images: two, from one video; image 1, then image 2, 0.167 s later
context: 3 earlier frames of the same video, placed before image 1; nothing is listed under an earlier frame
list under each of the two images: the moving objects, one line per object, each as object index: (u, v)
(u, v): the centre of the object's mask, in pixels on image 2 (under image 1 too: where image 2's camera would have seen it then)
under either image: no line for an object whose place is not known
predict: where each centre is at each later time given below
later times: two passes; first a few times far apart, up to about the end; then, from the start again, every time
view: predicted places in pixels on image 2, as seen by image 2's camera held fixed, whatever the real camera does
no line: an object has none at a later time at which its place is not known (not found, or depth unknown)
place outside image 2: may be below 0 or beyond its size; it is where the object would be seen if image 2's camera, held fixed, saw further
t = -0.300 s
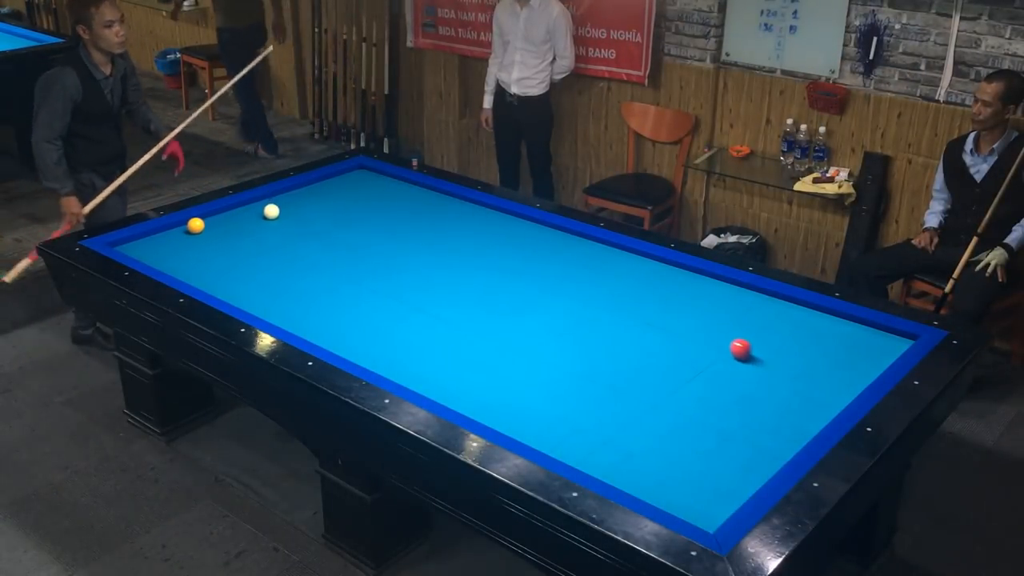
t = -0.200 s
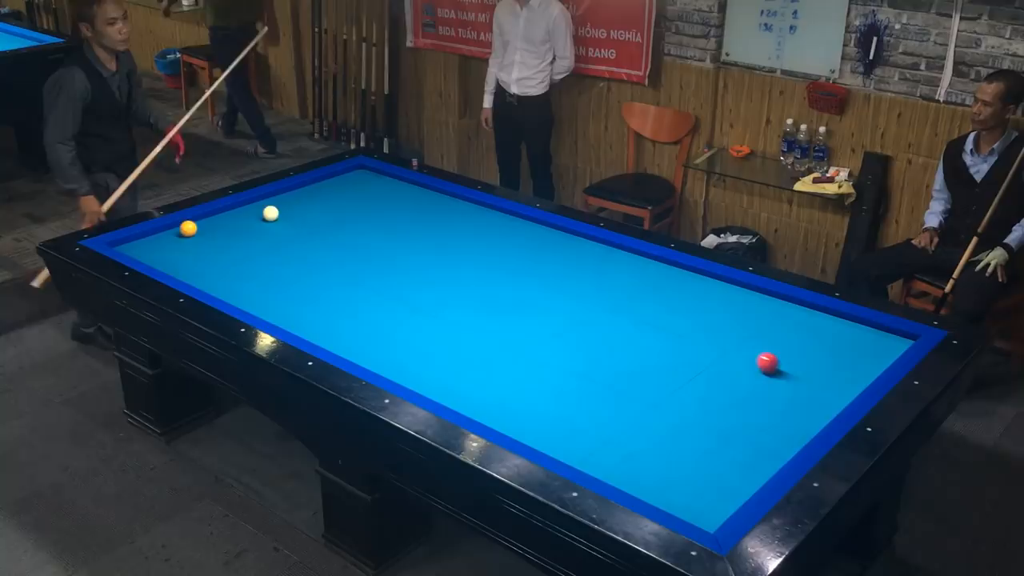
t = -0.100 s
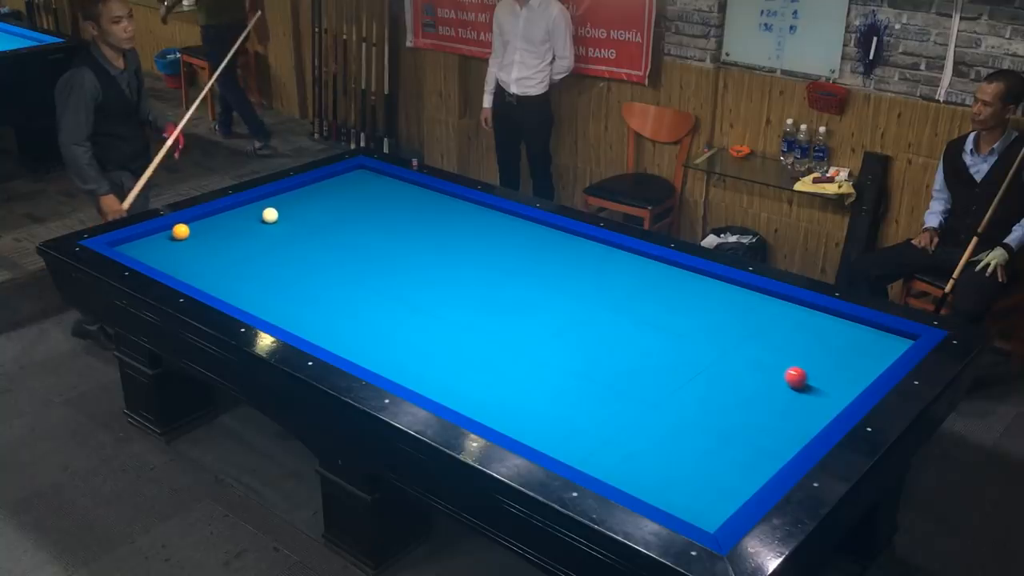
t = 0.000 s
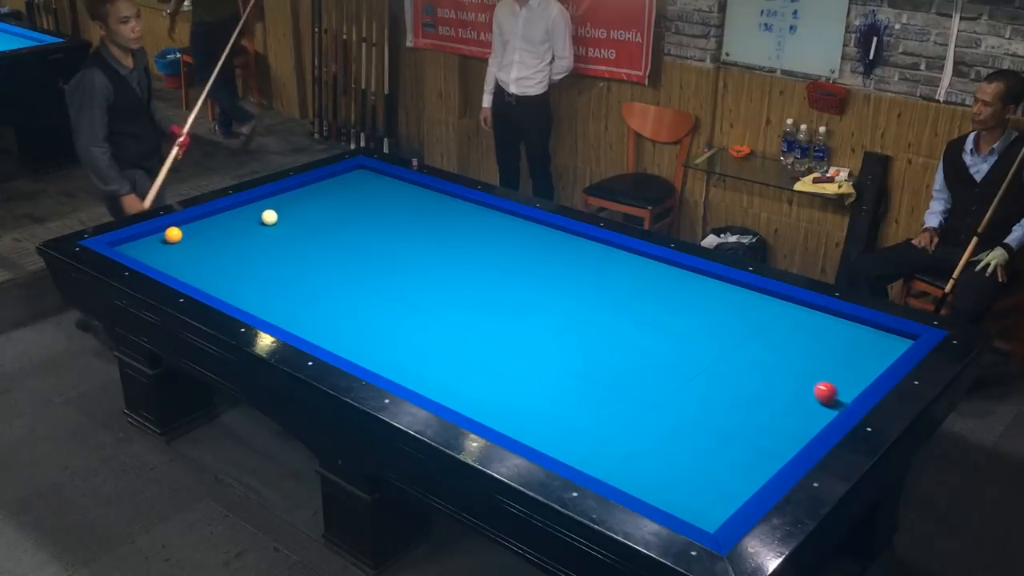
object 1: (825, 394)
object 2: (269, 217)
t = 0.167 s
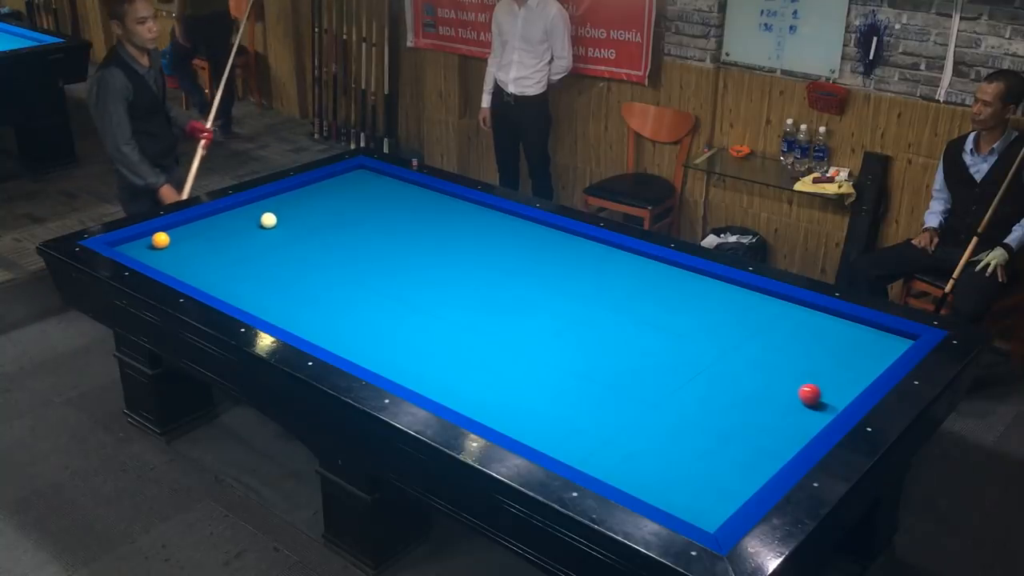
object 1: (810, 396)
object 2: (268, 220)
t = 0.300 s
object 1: (780, 390)
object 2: (267, 223)
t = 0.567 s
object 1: (723, 380)
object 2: (266, 227)
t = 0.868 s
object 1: (664, 370)
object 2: (264, 232)
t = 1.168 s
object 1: (608, 360)
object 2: (263, 236)
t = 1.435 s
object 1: (561, 352)
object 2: (262, 240)
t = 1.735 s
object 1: (512, 343)
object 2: (261, 243)
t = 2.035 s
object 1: (465, 335)
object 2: (260, 247)
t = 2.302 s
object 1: (425, 328)
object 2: (259, 249)
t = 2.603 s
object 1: (383, 321)
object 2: (258, 252)
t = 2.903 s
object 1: (344, 314)
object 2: (257, 254)
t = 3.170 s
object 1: (310, 309)
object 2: (256, 255)
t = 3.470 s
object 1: (275, 302)
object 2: (255, 256)
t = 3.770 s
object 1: (241, 296)
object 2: (255, 256)
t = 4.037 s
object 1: (214, 289)
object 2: (255, 256)
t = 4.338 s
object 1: (201, 282)
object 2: (255, 256)
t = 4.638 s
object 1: (191, 273)
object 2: (255, 256)
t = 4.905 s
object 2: (255, 256)
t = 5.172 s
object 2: (255, 256)
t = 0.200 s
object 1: (802, 394)
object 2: (268, 221)
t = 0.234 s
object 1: (795, 393)
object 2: (268, 221)
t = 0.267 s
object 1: (787, 391)
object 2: (267, 222)
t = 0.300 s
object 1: (780, 390)
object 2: (267, 223)
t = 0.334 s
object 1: (773, 389)
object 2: (267, 223)
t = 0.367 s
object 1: (765, 388)
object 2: (267, 224)
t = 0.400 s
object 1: (758, 386)
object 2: (267, 224)
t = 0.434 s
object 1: (751, 385)
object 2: (266, 225)
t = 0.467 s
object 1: (744, 384)
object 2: (266, 225)
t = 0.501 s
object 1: (737, 383)
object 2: (266, 226)
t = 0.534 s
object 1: (730, 382)
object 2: (266, 227)
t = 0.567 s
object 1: (723, 380)
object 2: (266, 227)
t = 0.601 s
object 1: (716, 379)
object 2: (265, 228)
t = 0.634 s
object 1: (710, 378)
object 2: (265, 228)
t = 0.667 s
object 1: (703, 377)
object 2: (265, 229)
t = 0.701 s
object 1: (696, 376)
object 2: (265, 229)
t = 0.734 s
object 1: (690, 375)
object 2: (265, 230)
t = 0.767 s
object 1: (683, 373)
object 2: (265, 230)
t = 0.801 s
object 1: (677, 372)
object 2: (264, 231)
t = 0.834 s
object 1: (670, 371)
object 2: (264, 231)
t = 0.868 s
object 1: (664, 370)
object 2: (264, 232)
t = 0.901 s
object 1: (658, 369)
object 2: (264, 232)
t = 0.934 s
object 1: (651, 368)
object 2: (264, 233)
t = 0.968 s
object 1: (645, 366)
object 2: (264, 234)
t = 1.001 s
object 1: (639, 366)
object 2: (264, 234)
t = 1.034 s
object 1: (632, 364)
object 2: (264, 235)
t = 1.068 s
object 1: (626, 363)
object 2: (263, 235)
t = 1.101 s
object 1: (620, 362)
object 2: (263, 236)
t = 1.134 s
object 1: (614, 361)
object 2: (263, 236)
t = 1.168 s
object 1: (608, 360)
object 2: (263, 236)
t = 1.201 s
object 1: (602, 359)
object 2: (263, 237)
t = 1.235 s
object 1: (596, 358)
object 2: (263, 237)
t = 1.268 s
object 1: (590, 357)
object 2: (263, 238)
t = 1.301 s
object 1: (584, 356)
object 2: (262, 238)
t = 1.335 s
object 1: (578, 355)
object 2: (262, 239)
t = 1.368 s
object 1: (573, 354)
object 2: (262, 239)
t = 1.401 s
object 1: (567, 353)
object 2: (262, 240)
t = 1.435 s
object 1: (561, 352)
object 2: (262, 240)
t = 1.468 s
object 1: (556, 351)
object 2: (262, 240)
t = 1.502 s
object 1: (550, 350)
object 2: (262, 241)
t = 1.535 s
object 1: (544, 349)
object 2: (262, 241)
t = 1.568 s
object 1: (539, 348)
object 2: (261, 241)
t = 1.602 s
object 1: (533, 347)
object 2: (261, 242)
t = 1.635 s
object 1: (528, 346)
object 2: (261, 242)
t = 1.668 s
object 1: (522, 345)
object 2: (261, 243)
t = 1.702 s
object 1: (517, 344)
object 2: (261, 243)
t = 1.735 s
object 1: (512, 343)
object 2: (261, 243)
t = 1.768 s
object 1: (506, 342)
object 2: (261, 244)
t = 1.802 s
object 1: (501, 341)
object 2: (261, 244)
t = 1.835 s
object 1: (496, 341)
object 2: (261, 245)
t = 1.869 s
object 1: (491, 340)
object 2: (261, 245)
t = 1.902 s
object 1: (485, 339)
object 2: (260, 245)
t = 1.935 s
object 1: (480, 338)
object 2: (260, 246)
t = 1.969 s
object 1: (475, 337)
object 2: (260, 246)
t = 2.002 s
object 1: (470, 336)
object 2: (260, 246)
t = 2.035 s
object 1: (465, 335)
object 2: (260, 247)
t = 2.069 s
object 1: (460, 334)
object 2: (260, 247)
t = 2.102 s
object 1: (455, 334)
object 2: (260, 247)
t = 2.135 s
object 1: (450, 333)
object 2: (260, 248)
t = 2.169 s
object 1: (445, 332)
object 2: (260, 248)
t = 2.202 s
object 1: (440, 331)
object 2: (259, 248)
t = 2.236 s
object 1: (435, 330)
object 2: (259, 249)
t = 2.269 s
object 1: (430, 329)
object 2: (259, 249)
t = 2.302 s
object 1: (425, 328)
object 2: (259, 249)
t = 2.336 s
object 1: (421, 327)
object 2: (259, 249)
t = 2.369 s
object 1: (416, 327)
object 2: (259, 250)
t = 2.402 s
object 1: (411, 326)
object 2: (259, 250)
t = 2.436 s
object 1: (407, 325)
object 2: (259, 250)
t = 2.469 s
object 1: (402, 325)
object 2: (258, 251)
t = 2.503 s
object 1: (397, 324)
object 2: (258, 251)
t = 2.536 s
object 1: (393, 323)
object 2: (258, 251)
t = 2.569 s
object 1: (388, 322)
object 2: (258, 251)
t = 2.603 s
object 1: (383, 321)
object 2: (258, 252)
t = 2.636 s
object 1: (379, 320)
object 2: (258, 252)
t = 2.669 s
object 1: (374, 319)
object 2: (258, 252)
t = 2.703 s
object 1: (370, 319)
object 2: (258, 252)
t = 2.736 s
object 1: (366, 318)
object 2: (258, 252)
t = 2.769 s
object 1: (361, 318)
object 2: (258, 252)
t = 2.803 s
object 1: (357, 316)
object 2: (257, 253)
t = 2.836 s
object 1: (353, 316)
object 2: (257, 253)
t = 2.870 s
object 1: (348, 315)
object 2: (257, 253)
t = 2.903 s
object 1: (344, 314)
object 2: (257, 254)
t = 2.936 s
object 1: (340, 314)
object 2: (257, 254)
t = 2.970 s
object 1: (335, 313)
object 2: (257, 254)
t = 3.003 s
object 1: (331, 312)
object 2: (257, 254)
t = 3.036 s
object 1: (327, 311)
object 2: (257, 254)
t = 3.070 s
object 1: (323, 311)
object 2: (257, 254)
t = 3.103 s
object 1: (319, 310)
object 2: (256, 254)
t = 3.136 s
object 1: (315, 309)
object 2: (256, 254)
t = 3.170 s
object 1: (310, 309)
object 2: (256, 255)
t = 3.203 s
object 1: (306, 308)
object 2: (256, 255)
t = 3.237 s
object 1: (302, 307)
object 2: (256, 255)
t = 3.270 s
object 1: (298, 307)
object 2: (256, 255)
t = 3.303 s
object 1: (294, 306)
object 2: (256, 255)
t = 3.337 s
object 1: (290, 305)
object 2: (255, 255)
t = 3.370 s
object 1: (286, 305)
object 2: (255, 255)
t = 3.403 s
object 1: (283, 304)
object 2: (255, 255)
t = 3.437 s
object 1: (279, 303)
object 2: (255, 256)
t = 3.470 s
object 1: (275, 302)
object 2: (255, 256)
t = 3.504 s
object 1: (271, 302)
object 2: (255, 256)
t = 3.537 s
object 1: (267, 301)
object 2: (255, 256)
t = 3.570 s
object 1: (263, 300)
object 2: (255, 256)
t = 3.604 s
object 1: (259, 300)
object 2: (255, 256)
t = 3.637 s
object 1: (256, 299)
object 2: (255, 256)
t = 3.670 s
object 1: (252, 299)
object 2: (255, 256)
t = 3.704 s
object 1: (248, 298)
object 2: (255, 256)
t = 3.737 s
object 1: (245, 297)
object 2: (255, 256)
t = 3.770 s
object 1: (241, 296)
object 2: (255, 256)
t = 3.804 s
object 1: (238, 296)
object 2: (255, 256)
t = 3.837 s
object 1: (234, 295)
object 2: (255, 256)
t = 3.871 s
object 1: (231, 294)
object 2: (255, 256)
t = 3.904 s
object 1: (228, 293)
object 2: (255, 256)
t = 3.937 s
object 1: (224, 292)
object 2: (255, 256)
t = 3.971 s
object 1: (221, 291)
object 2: (255, 256)
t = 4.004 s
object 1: (217, 291)
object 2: (255, 256)
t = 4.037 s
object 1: (214, 289)
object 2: (255, 256)
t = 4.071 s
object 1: (211, 289)
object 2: (255, 256)
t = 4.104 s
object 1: (210, 287)
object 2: (255, 256)
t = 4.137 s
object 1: (208, 287)
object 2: (255, 256)
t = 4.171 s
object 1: (207, 286)
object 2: (255, 256)
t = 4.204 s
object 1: (206, 285)
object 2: (255, 256)
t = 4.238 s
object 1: (205, 284)
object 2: (255, 256)
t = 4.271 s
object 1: (203, 283)
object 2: (255, 256)
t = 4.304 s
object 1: (202, 282)
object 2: (255, 256)
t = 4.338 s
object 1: (201, 282)
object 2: (255, 256)
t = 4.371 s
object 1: (200, 281)
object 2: (255, 256)
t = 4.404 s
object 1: (199, 280)
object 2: (255, 256)
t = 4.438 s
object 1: (198, 279)
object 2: (255, 256)
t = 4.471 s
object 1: (196, 278)
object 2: (255, 256)
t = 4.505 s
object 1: (195, 277)
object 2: (255, 256)
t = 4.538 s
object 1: (194, 276)
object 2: (255, 256)
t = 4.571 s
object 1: (193, 275)
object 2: (255, 256)
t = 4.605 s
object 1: (192, 274)
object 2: (255, 256)
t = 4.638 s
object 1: (191, 273)
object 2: (255, 256)
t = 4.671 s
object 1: (190, 272)
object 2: (255, 256)
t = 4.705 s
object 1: (189, 271)
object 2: (255, 256)
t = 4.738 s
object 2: (255, 256)
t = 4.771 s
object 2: (255, 256)
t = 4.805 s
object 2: (255, 256)
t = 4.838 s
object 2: (255, 256)
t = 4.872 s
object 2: (255, 256)
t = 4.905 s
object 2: (255, 256)
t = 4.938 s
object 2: (255, 256)
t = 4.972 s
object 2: (255, 256)
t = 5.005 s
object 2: (255, 256)
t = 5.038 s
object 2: (255, 256)
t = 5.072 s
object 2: (255, 256)
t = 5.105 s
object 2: (255, 256)
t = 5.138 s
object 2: (255, 256)
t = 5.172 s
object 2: (255, 256)
